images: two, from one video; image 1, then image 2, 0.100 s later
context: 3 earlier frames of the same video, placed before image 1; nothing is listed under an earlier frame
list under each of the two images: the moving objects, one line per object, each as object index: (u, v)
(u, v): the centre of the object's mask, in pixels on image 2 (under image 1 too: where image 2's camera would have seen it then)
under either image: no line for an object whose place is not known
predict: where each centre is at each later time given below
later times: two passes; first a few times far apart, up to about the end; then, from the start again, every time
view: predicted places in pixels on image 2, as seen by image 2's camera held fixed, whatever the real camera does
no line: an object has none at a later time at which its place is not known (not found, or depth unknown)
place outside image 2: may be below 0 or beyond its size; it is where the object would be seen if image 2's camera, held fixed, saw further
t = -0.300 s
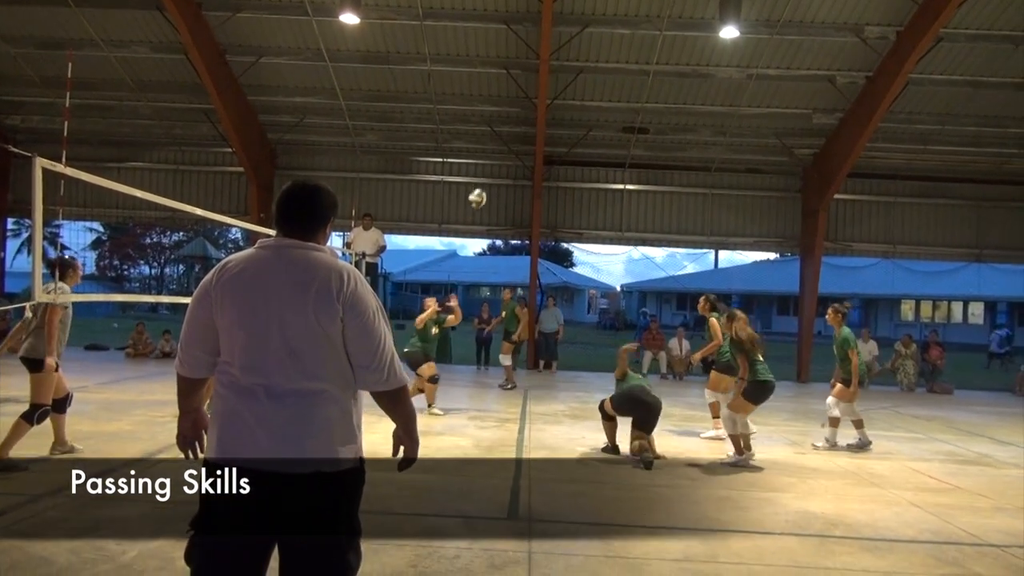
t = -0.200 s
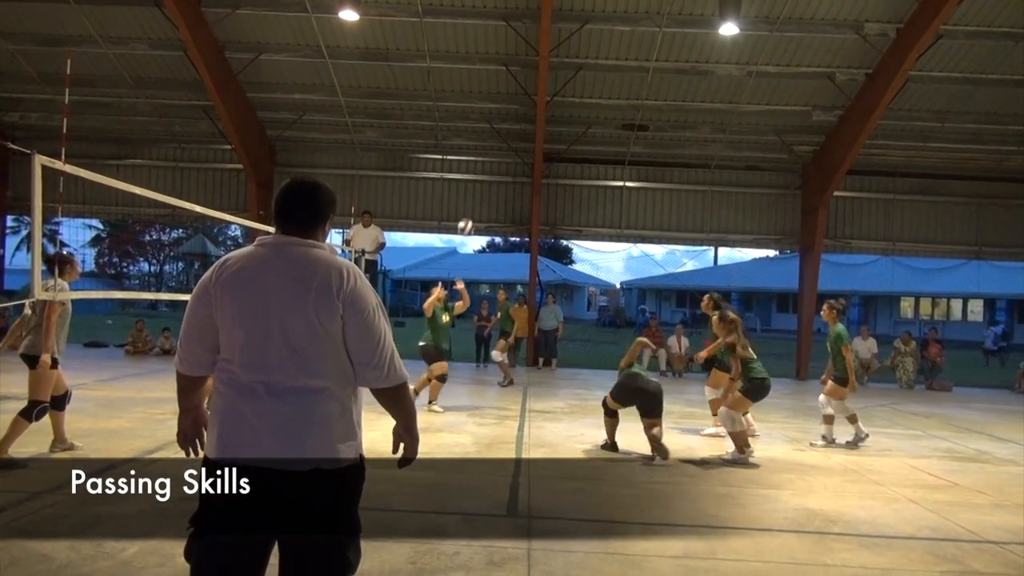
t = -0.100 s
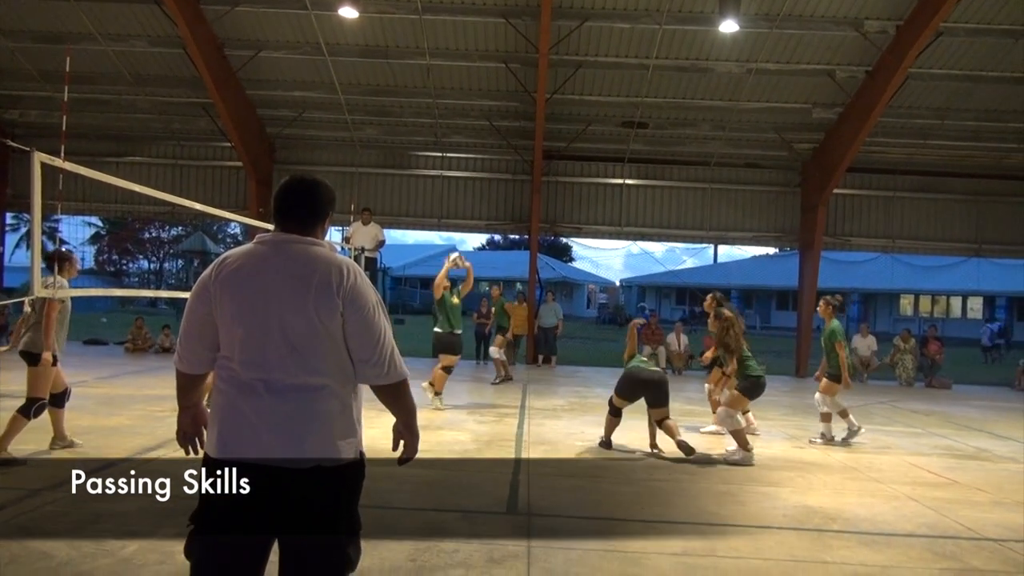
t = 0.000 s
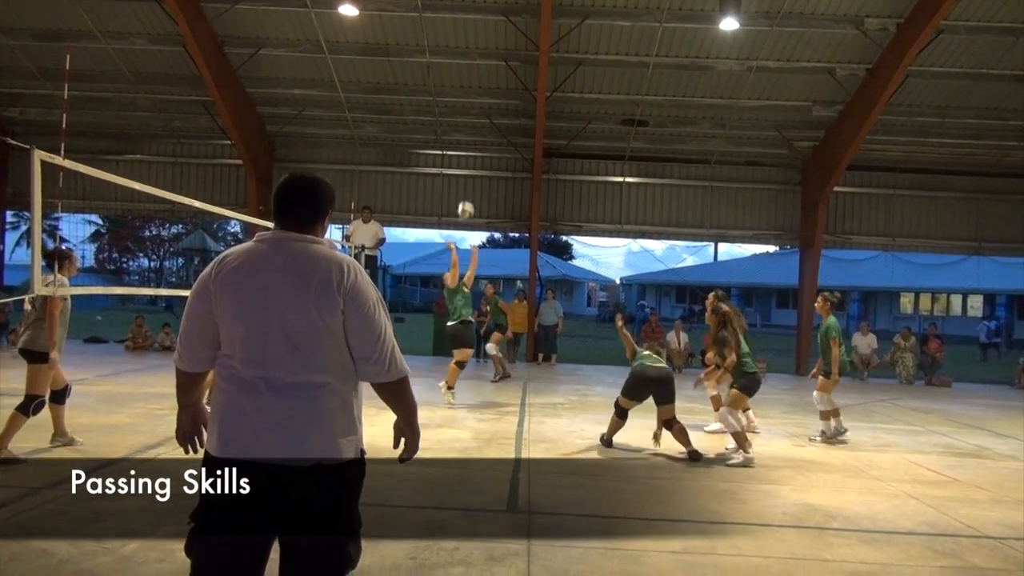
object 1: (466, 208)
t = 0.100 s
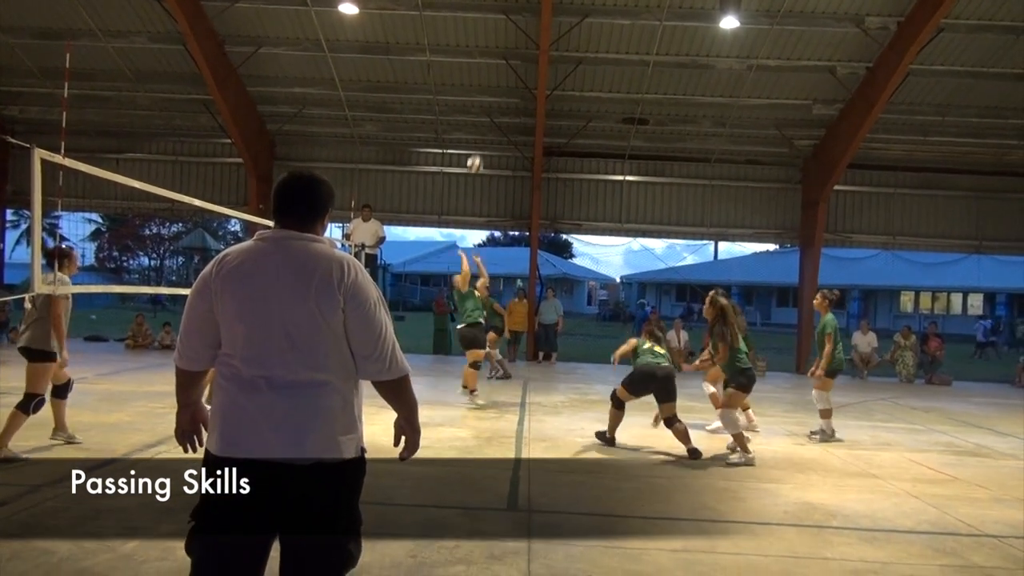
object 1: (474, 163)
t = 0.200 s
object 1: (484, 127)
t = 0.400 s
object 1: (503, 76)
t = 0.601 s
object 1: (520, 55)
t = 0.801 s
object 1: (535, 62)
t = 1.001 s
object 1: (549, 103)
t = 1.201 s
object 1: (561, 173)
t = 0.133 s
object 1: (478, 152)
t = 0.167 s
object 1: (481, 139)
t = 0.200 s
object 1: (484, 127)
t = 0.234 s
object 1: (487, 117)
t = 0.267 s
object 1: (491, 107)
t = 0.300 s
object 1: (494, 98)
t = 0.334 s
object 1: (497, 90)
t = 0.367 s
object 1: (500, 83)
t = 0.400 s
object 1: (503, 76)
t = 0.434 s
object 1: (506, 70)
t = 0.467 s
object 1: (509, 65)
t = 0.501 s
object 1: (512, 61)
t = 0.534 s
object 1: (515, 58)
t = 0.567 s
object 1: (517, 57)
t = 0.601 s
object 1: (520, 55)
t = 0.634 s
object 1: (523, 54)
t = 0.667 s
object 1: (525, 54)
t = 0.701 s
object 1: (528, 55)
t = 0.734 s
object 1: (530, 56)
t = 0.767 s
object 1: (533, 59)
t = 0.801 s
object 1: (535, 62)
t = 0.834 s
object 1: (537, 67)
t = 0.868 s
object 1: (540, 72)
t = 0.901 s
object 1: (542, 79)
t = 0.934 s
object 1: (544, 86)
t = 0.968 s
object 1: (547, 94)
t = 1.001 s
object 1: (549, 103)
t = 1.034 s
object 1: (551, 112)
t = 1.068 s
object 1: (553, 122)
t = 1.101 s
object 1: (555, 133)
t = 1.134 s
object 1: (557, 146)
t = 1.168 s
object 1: (559, 159)
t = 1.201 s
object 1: (561, 173)
